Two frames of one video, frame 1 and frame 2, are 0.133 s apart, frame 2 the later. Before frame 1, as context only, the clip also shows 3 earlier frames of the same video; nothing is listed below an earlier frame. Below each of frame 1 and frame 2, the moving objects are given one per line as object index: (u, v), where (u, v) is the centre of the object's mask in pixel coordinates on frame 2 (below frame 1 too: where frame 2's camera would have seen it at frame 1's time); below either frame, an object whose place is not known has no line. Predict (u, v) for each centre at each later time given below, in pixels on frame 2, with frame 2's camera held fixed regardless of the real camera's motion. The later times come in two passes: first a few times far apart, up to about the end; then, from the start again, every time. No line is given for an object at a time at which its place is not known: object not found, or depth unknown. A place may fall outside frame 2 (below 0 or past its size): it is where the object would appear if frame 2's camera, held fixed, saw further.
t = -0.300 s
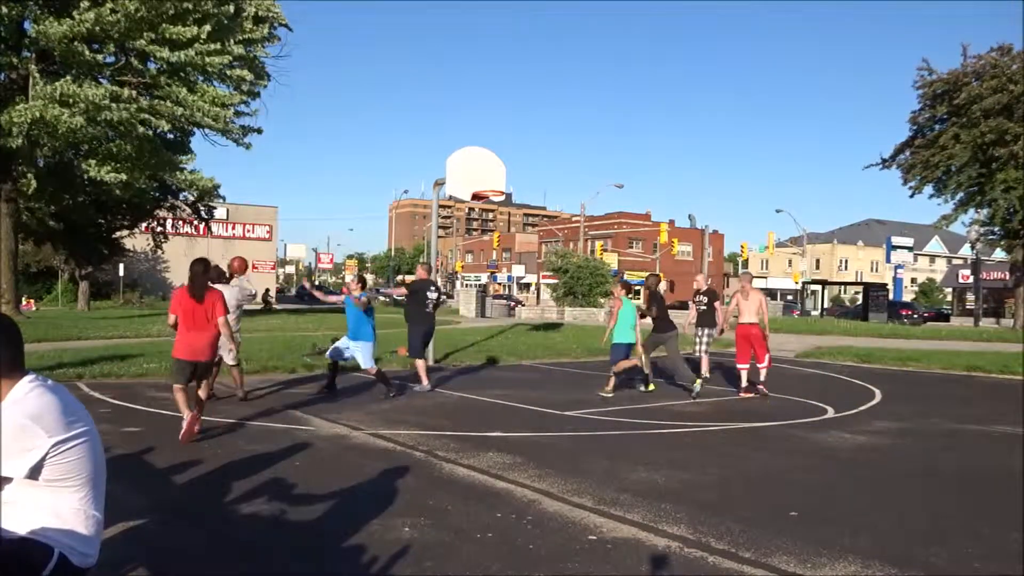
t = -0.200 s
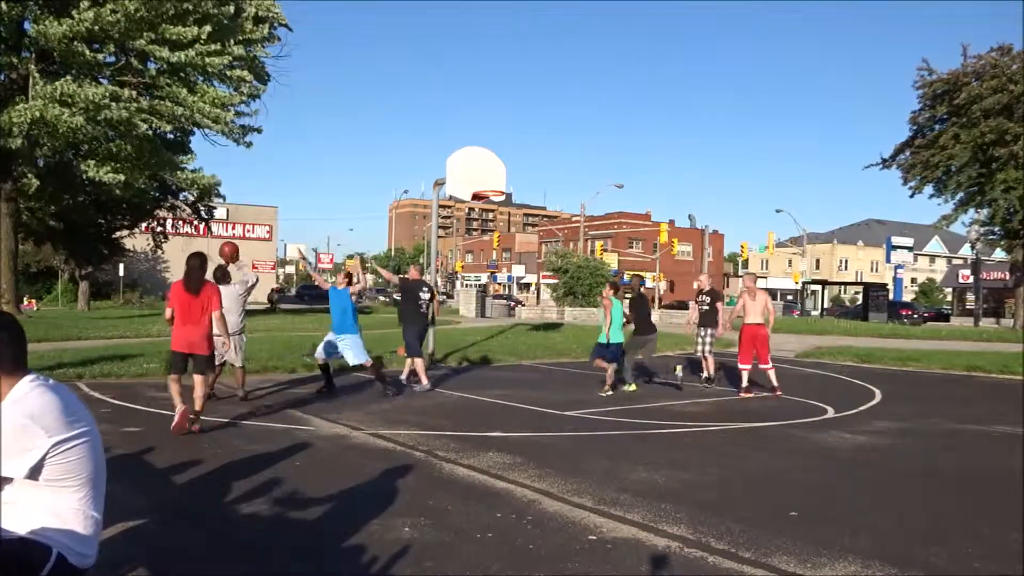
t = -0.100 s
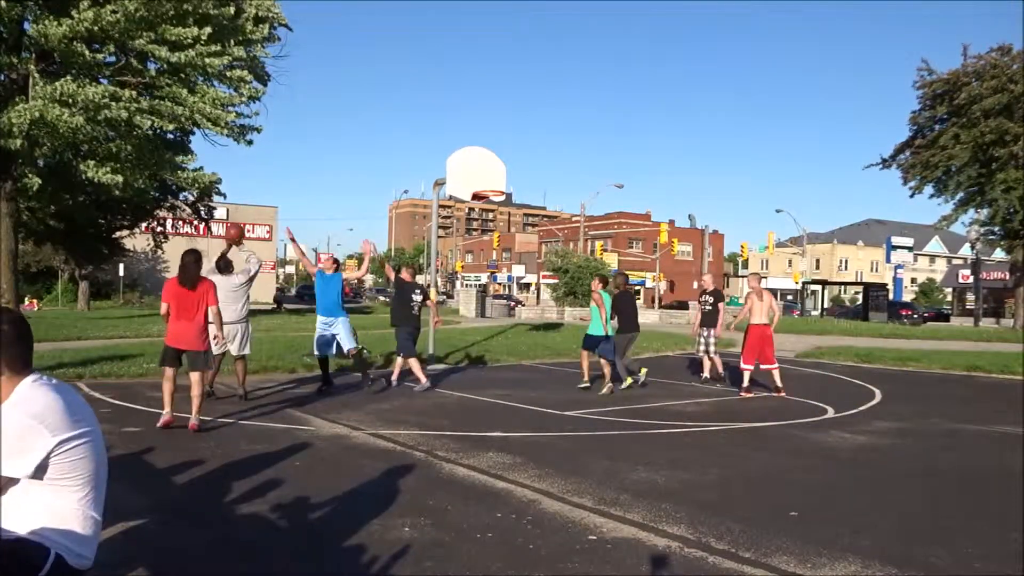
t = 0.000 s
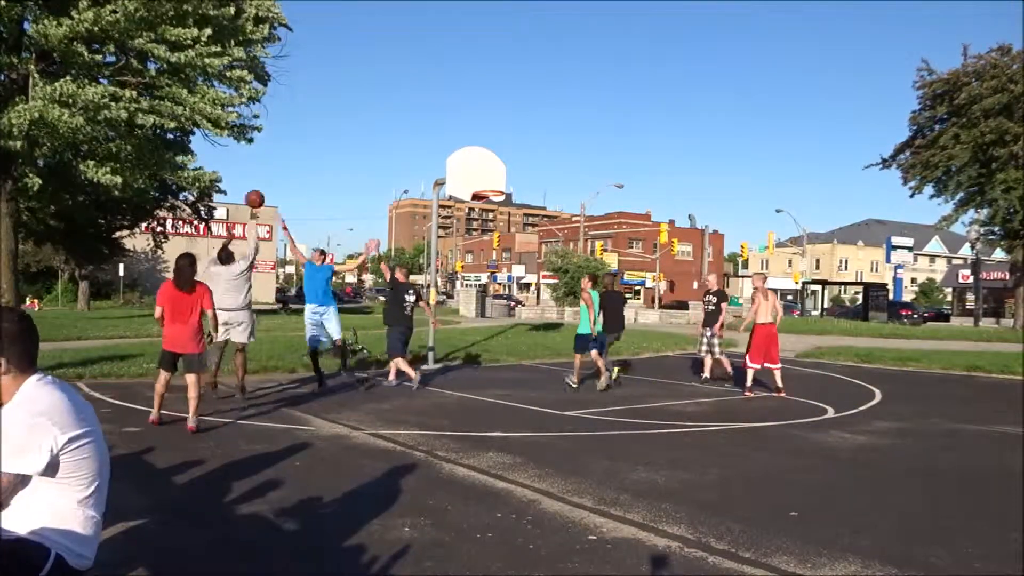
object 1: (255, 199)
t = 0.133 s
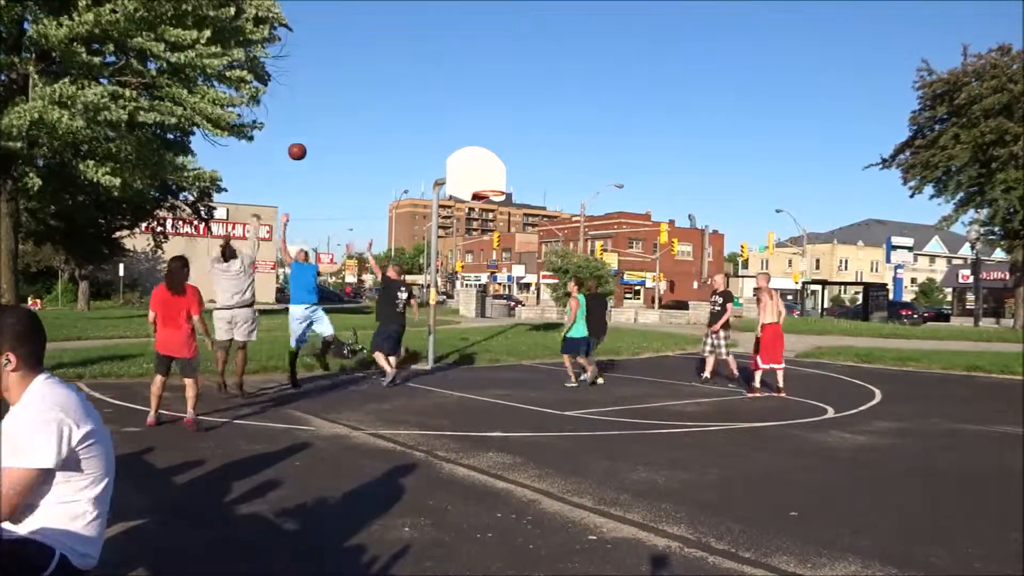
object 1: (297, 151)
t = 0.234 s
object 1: (326, 127)
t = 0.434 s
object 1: (379, 102)
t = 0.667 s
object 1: (432, 109)
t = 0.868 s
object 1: (472, 141)
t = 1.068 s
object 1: (507, 190)
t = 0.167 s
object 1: (307, 142)
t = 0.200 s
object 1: (317, 134)
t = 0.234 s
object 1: (326, 127)
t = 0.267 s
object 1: (336, 120)
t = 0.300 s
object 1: (345, 115)
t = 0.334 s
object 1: (354, 111)
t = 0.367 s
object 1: (362, 107)
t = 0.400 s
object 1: (371, 104)
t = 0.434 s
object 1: (379, 102)
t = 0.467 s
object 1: (388, 101)
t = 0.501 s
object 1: (395, 101)
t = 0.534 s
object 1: (403, 101)
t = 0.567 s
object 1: (411, 102)
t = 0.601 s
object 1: (418, 104)
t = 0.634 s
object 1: (425, 106)
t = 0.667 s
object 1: (432, 109)
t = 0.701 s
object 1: (439, 113)
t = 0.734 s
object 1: (446, 117)
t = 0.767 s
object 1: (453, 122)
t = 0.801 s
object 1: (459, 128)
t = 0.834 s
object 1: (465, 134)
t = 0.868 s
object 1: (472, 141)
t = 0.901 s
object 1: (478, 147)
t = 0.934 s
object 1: (484, 155)
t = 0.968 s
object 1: (490, 164)
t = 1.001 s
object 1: (495, 172)
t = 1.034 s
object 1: (501, 181)
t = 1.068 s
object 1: (507, 190)
